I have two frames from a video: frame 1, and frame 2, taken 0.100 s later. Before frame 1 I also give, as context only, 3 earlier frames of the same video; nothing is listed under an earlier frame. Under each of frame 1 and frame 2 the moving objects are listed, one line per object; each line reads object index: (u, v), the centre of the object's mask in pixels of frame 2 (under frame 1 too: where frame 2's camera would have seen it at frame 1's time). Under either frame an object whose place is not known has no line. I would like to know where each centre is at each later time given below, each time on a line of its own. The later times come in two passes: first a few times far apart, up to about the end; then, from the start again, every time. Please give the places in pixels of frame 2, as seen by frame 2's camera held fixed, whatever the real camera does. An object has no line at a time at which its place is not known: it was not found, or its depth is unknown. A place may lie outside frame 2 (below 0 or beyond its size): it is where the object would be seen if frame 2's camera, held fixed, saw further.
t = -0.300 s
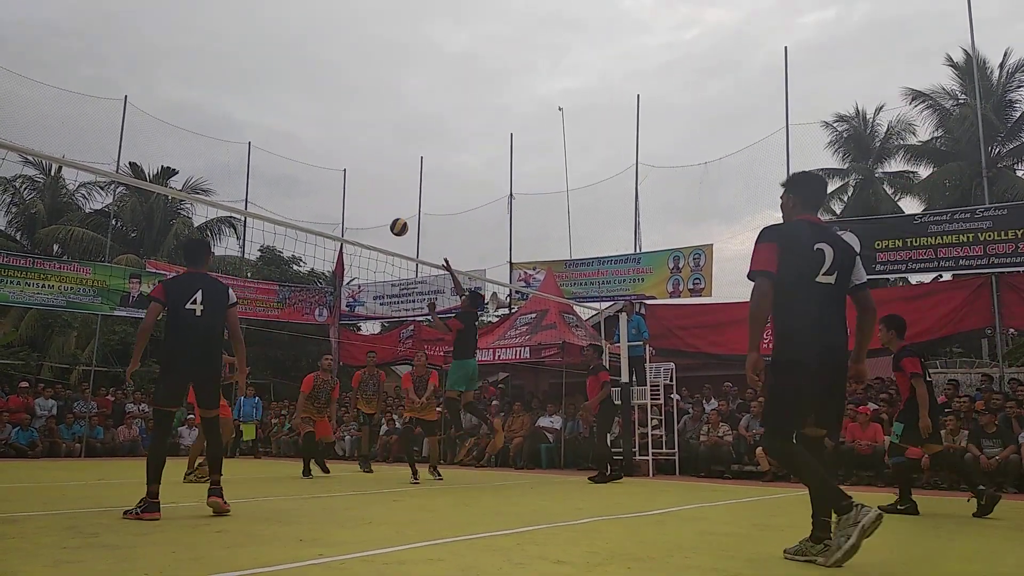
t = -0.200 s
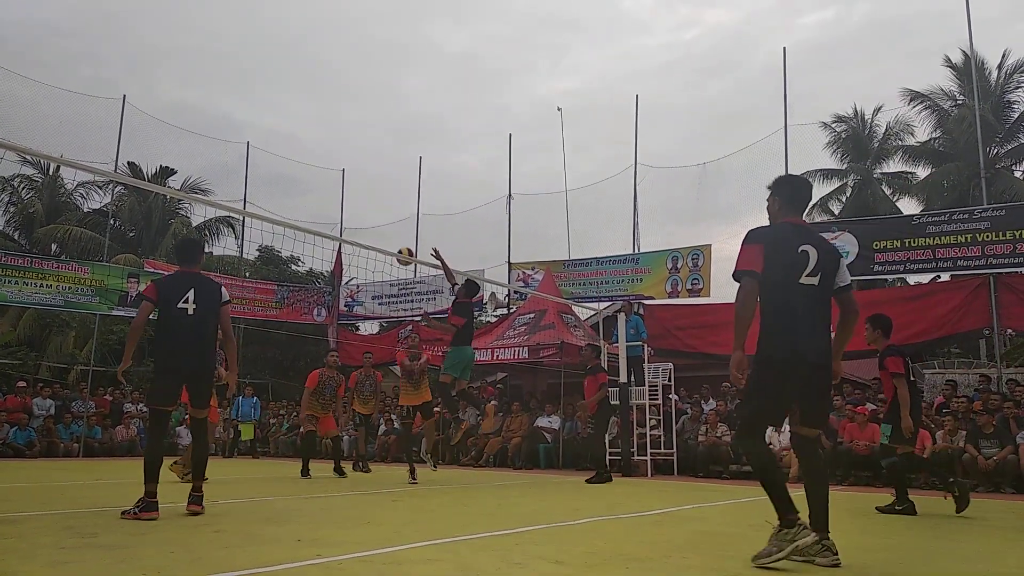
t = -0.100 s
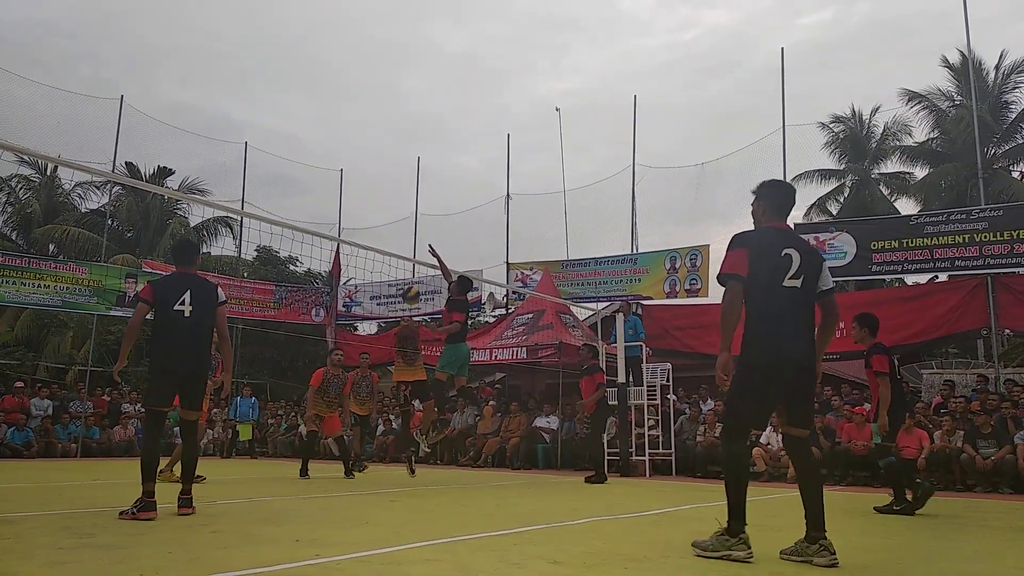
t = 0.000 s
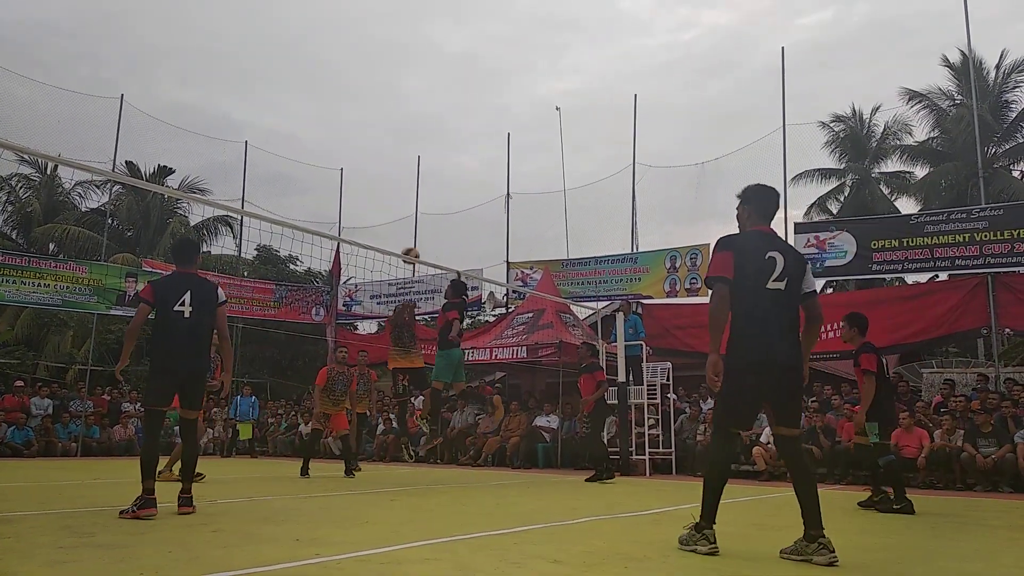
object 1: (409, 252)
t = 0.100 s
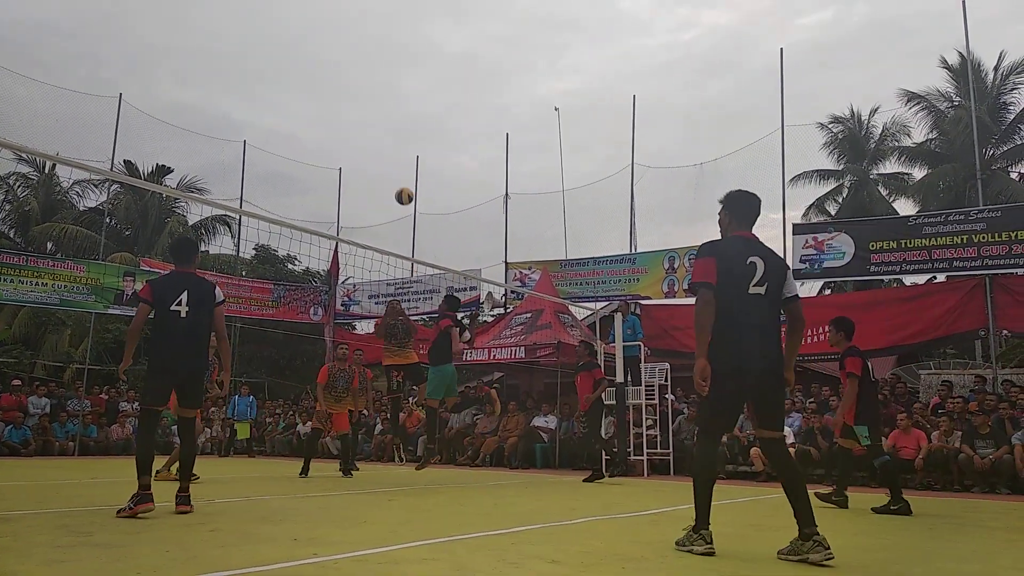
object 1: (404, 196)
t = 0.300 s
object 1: (394, 106)
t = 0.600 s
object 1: (379, 36)
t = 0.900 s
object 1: (361, 37)
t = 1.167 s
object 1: (341, 97)
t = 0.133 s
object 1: (402, 179)
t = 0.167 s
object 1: (401, 162)
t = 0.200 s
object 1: (399, 146)
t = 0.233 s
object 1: (397, 132)
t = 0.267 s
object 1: (396, 118)
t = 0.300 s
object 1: (394, 106)
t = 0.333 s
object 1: (392, 95)
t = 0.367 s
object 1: (391, 84)
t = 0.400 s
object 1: (389, 75)
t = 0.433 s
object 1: (387, 66)
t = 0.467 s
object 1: (386, 58)
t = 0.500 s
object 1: (384, 51)
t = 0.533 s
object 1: (382, 45)
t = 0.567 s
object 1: (381, 40)
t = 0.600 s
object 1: (379, 36)
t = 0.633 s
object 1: (377, 32)
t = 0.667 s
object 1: (375, 30)
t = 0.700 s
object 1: (373, 28)
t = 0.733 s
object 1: (372, 27)
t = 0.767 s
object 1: (369, 28)
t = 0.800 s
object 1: (367, 29)
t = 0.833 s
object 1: (365, 31)
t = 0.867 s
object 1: (363, 33)
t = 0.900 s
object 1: (361, 37)
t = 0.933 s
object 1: (359, 41)
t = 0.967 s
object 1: (357, 46)
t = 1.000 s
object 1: (354, 53)
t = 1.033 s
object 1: (352, 60)
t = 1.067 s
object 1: (349, 68)
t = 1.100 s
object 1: (347, 77)
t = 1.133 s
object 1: (344, 86)
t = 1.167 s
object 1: (341, 97)
